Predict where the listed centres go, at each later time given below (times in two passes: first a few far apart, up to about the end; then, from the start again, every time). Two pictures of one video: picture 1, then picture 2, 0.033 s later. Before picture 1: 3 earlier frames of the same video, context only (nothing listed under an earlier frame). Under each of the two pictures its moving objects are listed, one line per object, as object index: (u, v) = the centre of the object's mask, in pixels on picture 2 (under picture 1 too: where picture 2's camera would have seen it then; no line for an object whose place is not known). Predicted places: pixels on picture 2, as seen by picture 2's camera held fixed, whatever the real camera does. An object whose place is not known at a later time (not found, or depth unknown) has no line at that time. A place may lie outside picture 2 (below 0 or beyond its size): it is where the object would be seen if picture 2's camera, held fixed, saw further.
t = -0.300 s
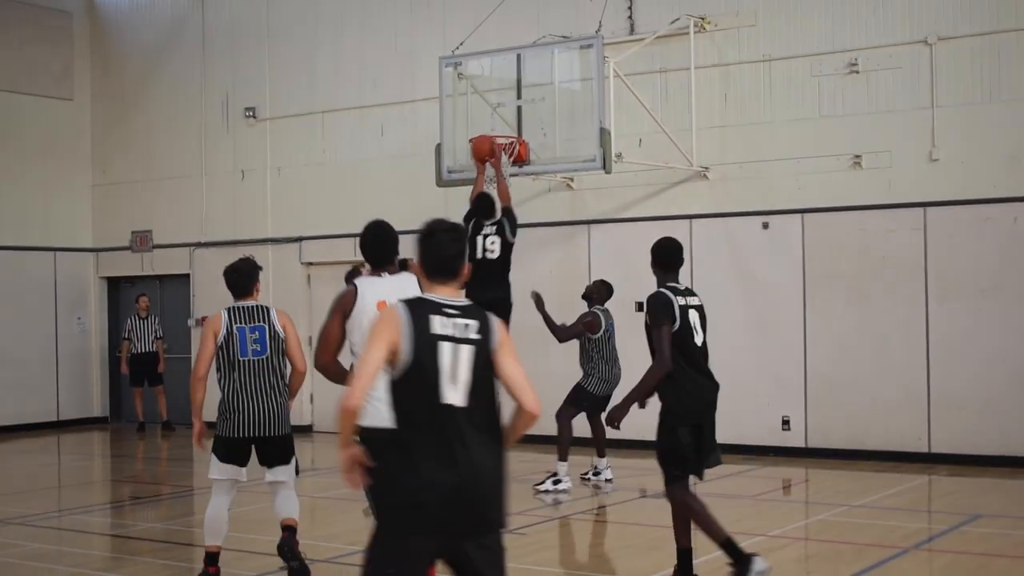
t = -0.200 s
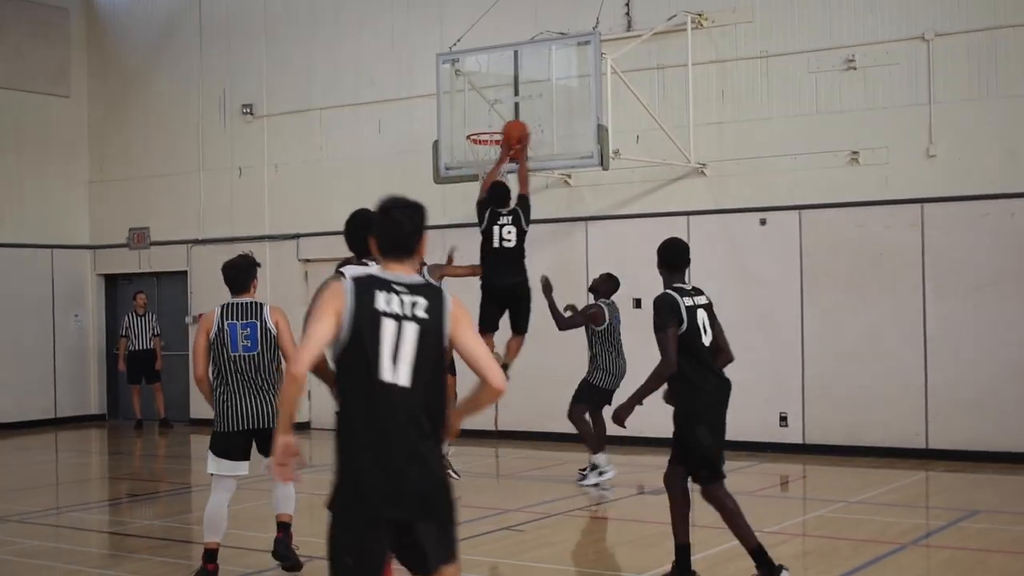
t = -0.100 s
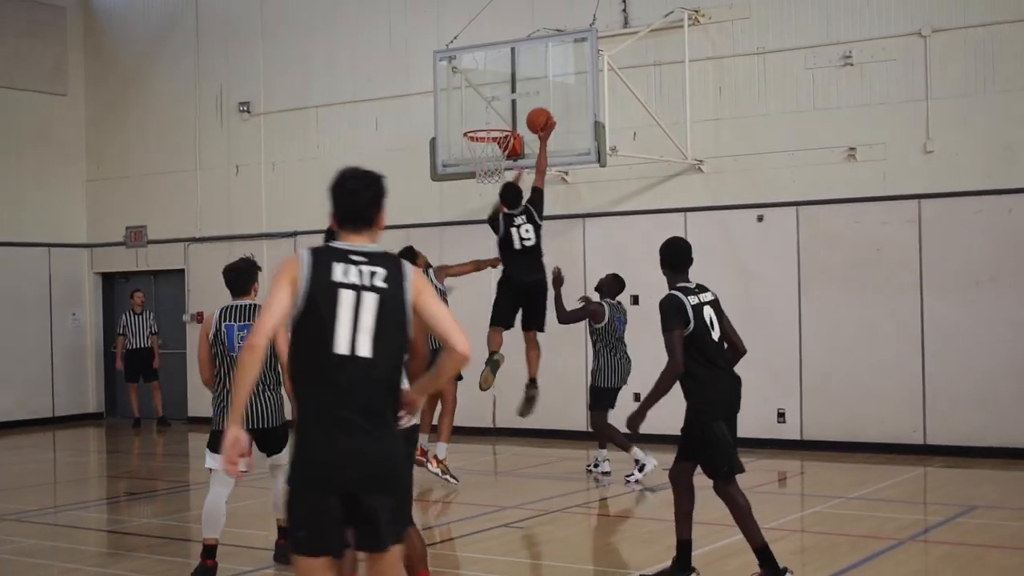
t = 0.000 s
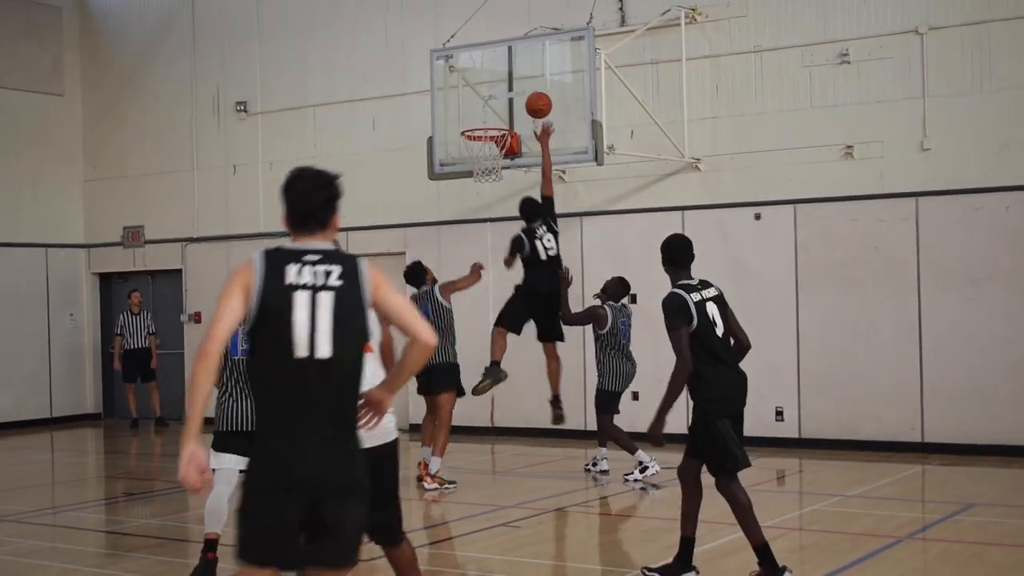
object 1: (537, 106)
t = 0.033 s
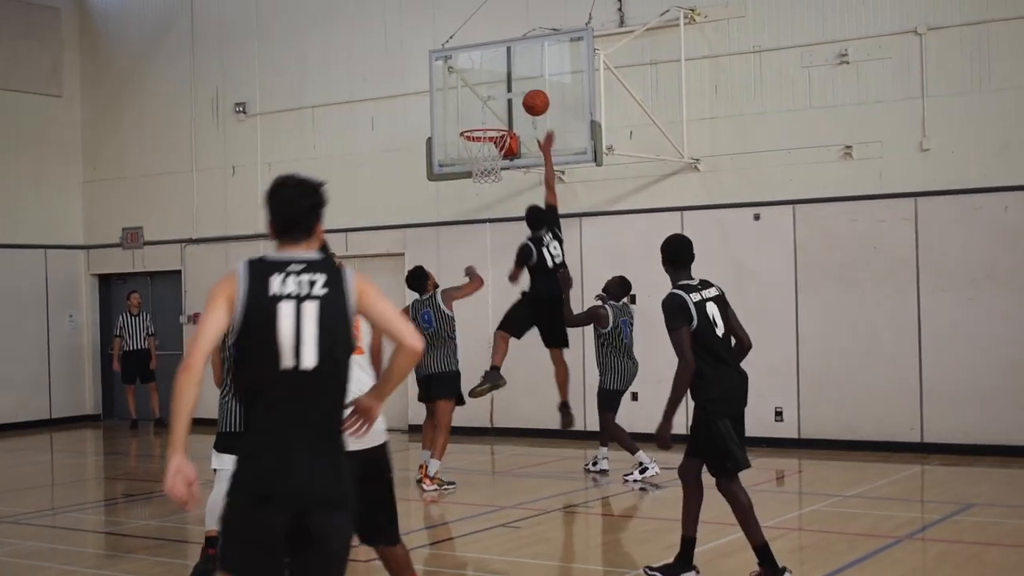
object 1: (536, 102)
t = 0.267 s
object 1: (517, 107)
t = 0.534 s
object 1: (472, 157)
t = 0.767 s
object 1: (481, 182)
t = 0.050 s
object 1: (535, 101)
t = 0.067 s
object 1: (534, 100)
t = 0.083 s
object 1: (533, 100)
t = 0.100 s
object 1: (532, 100)
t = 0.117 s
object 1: (532, 100)
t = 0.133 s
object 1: (531, 100)
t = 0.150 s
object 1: (530, 101)
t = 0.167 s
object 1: (530, 101)
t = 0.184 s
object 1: (529, 103)
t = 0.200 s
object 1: (528, 104)
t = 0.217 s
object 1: (527, 105)
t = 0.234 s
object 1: (523, 106)
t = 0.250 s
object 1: (520, 106)
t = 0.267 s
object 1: (517, 107)
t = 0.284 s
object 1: (514, 109)
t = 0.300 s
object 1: (510, 111)
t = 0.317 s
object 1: (507, 113)
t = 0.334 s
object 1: (504, 115)
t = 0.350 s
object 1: (501, 118)
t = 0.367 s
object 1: (498, 121)
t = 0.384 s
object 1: (495, 123)
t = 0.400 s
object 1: (492, 124)
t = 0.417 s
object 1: (488, 126)
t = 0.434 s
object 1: (485, 136)
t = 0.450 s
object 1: (482, 141)
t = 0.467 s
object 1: (480, 144)
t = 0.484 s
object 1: (476, 149)
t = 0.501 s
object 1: (474, 154)
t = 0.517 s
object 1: (473, 155)
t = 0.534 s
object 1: (472, 157)
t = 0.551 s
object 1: (471, 158)
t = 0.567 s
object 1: (471, 160)
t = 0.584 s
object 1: (471, 160)
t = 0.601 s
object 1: (472, 160)
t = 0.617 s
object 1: (471, 160)
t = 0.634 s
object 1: (472, 161)
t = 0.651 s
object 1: (473, 165)
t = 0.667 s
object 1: (474, 167)
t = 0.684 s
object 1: (475, 169)
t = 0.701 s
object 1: (477, 170)
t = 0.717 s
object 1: (477, 173)
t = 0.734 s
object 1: (479, 177)
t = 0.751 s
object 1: (479, 180)
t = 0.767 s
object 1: (481, 182)
